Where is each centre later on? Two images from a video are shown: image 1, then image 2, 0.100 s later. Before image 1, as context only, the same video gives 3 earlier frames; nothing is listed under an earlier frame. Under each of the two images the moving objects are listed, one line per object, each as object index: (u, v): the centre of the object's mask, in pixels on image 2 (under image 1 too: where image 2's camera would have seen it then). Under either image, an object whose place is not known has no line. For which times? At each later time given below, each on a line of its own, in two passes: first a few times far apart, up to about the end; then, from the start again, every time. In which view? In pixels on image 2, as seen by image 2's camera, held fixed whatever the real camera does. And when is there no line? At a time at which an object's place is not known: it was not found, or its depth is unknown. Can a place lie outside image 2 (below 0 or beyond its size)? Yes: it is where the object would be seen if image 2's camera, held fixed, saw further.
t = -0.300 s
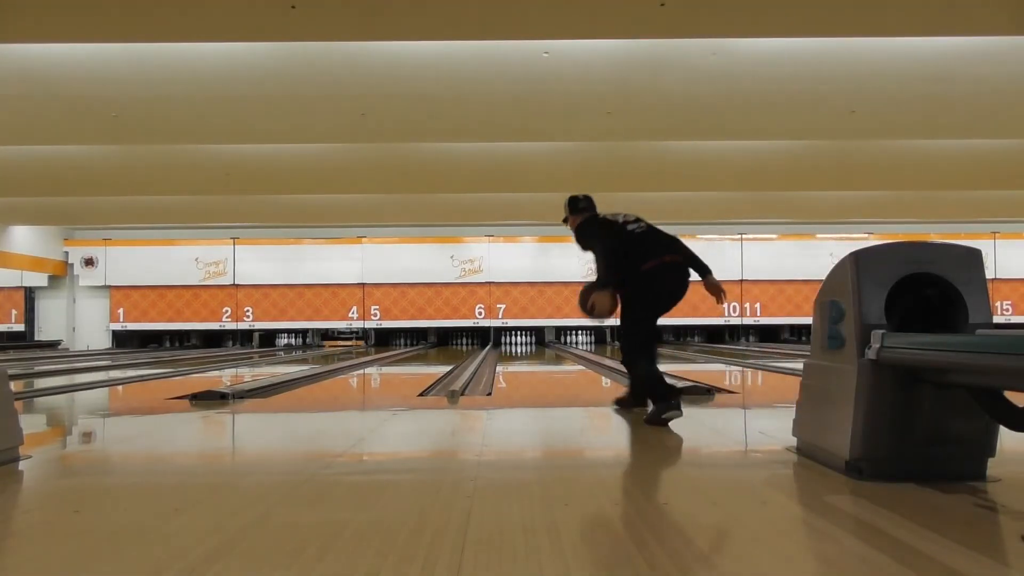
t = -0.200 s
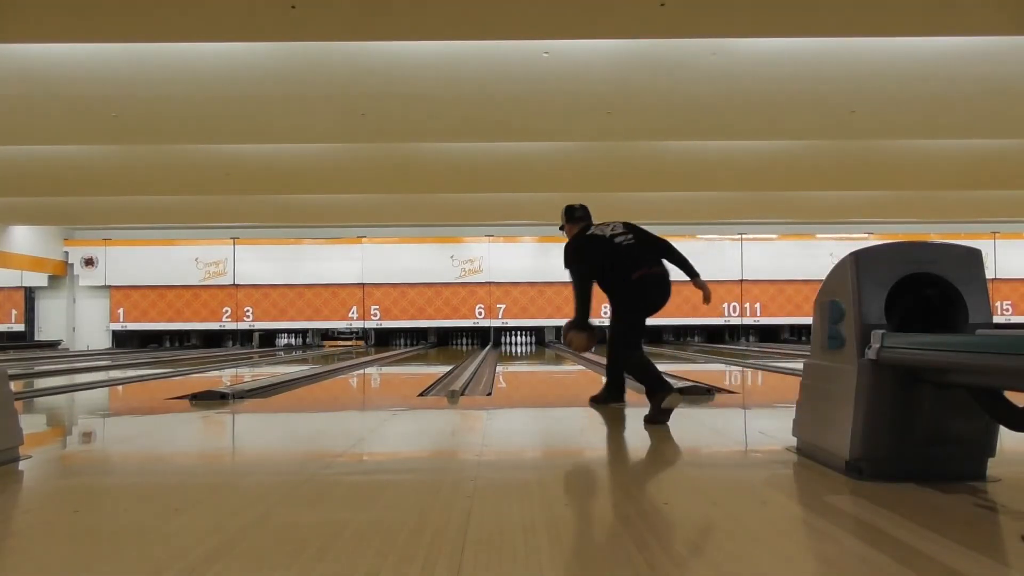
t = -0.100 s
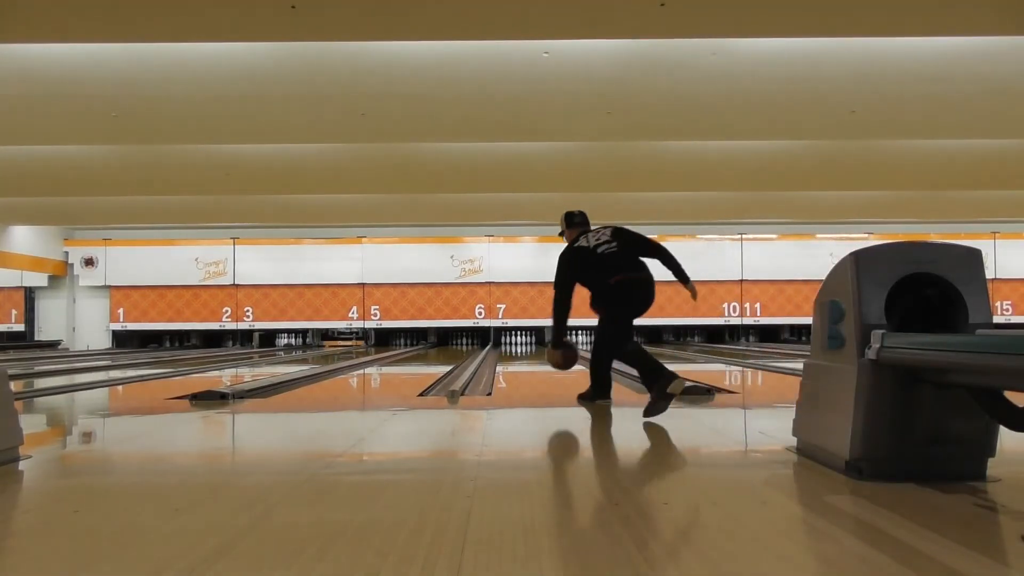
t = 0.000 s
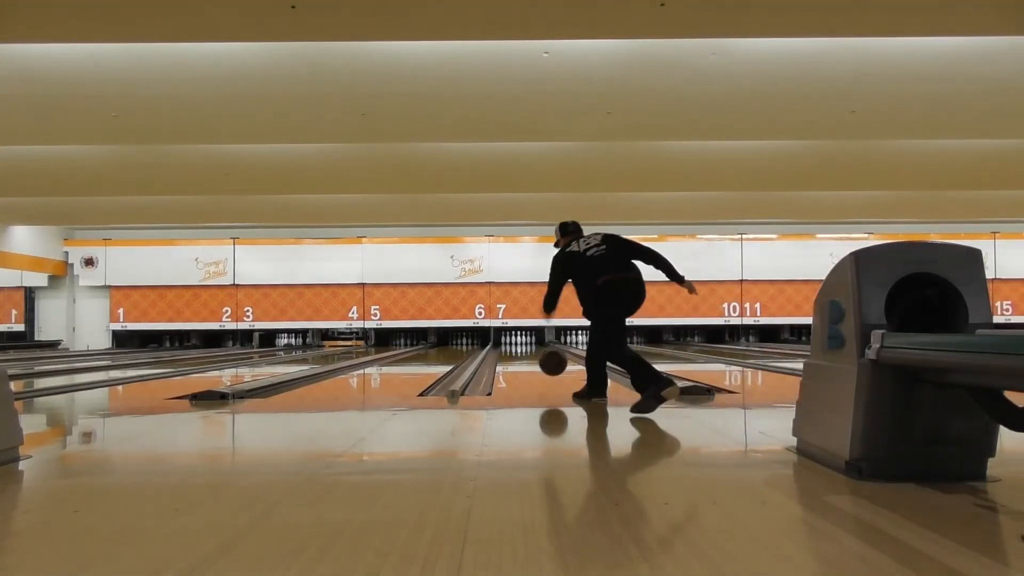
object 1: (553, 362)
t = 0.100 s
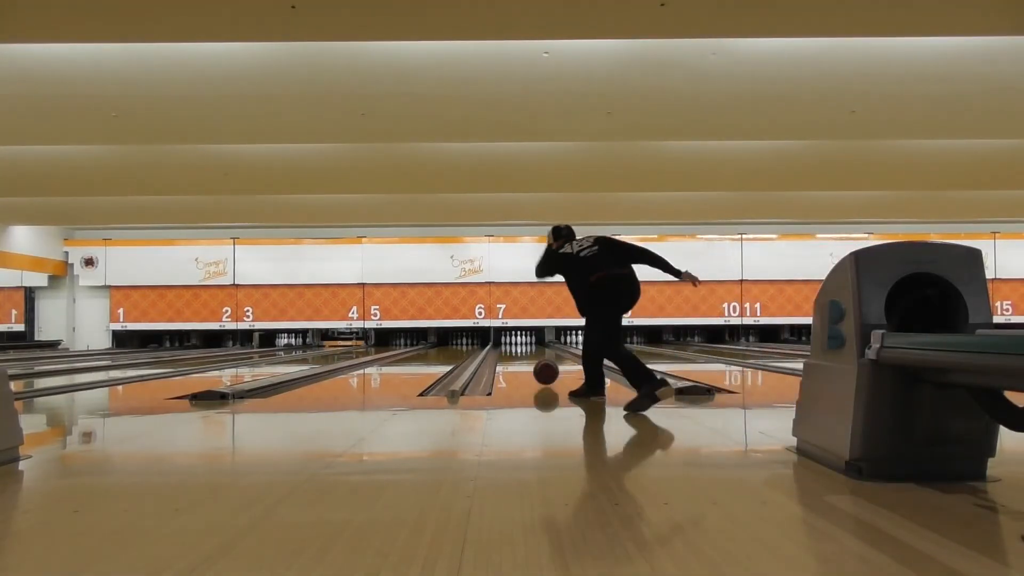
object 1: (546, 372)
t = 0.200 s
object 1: (540, 368)
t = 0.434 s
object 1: (530, 363)
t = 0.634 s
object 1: (524, 358)
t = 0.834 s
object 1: (519, 355)
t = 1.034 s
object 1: (516, 352)
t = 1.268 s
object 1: (513, 349)
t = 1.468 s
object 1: (511, 348)
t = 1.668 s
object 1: (510, 346)
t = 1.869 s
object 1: (509, 345)
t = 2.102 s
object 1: (508, 344)
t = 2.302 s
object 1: (509, 343)
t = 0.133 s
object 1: (544, 369)
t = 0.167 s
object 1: (542, 368)
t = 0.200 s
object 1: (540, 368)
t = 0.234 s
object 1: (538, 368)
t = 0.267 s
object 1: (537, 367)
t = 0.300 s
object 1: (535, 366)
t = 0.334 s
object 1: (534, 365)
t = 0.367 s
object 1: (532, 365)
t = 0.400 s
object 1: (531, 364)
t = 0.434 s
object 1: (530, 363)
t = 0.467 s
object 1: (529, 362)
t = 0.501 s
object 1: (528, 361)
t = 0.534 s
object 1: (527, 360)
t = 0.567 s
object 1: (526, 360)
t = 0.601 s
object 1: (525, 358)
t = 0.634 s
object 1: (524, 358)
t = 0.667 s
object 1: (523, 357)
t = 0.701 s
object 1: (522, 357)
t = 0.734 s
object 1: (521, 356)
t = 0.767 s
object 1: (520, 356)
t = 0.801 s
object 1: (520, 355)
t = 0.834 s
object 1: (519, 355)
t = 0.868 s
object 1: (519, 354)
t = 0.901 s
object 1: (518, 353)
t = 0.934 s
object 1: (518, 353)
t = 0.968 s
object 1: (517, 353)
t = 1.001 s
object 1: (517, 352)
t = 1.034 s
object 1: (516, 352)
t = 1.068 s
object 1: (516, 352)
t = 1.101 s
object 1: (515, 351)
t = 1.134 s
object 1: (514, 351)
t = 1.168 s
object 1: (514, 350)
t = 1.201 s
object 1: (514, 350)
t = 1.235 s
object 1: (514, 350)
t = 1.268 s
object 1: (513, 349)
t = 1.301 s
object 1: (513, 349)
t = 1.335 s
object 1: (513, 349)
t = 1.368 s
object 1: (512, 349)
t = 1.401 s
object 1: (511, 348)
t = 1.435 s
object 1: (511, 348)
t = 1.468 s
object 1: (511, 348)
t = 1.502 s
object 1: (511, 348)
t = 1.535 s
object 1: (511, 348)
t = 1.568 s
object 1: (510, 347)
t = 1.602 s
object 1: (510, 346)
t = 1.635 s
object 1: (509, 346)
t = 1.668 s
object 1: (510, 346)
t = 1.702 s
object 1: (509, 346)
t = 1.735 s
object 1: (509, 346)
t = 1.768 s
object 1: (509, 346)
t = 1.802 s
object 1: (509, 345)
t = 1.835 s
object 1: (509, 345)
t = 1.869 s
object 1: (509, 345)
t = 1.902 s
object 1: (509, 345)
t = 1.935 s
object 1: (508, 344)
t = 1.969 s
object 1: (508, 345)
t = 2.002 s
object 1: (508, 344)
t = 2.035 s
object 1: (508, 344)
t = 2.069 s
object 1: (508, 344)
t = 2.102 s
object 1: (508, 344)
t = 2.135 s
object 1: (508, 343)
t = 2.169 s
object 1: (508, 343)
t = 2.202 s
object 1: (508, 343)
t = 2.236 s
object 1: (508, 343)
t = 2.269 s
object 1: (508, 343)
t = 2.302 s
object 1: (509, 343)
